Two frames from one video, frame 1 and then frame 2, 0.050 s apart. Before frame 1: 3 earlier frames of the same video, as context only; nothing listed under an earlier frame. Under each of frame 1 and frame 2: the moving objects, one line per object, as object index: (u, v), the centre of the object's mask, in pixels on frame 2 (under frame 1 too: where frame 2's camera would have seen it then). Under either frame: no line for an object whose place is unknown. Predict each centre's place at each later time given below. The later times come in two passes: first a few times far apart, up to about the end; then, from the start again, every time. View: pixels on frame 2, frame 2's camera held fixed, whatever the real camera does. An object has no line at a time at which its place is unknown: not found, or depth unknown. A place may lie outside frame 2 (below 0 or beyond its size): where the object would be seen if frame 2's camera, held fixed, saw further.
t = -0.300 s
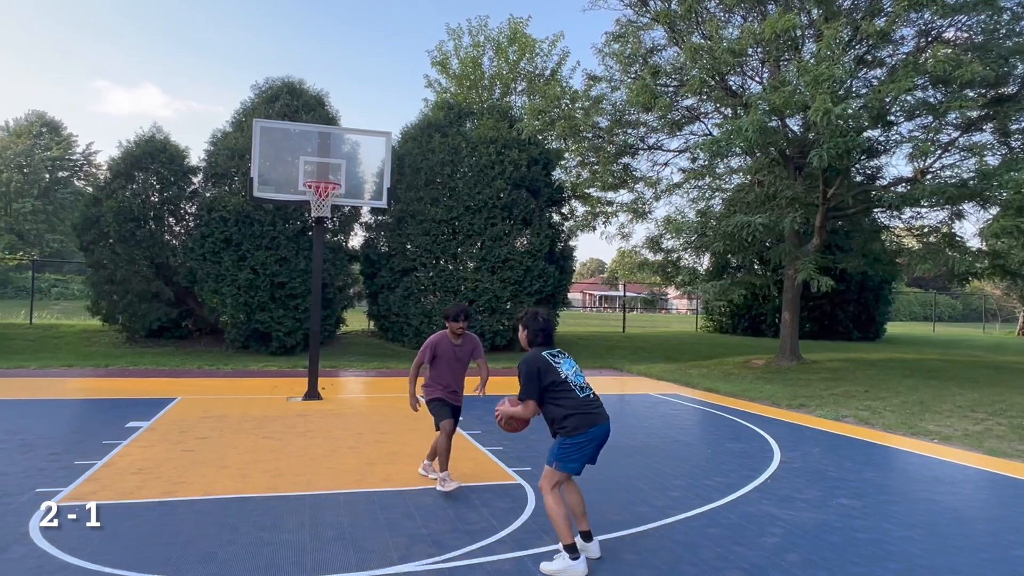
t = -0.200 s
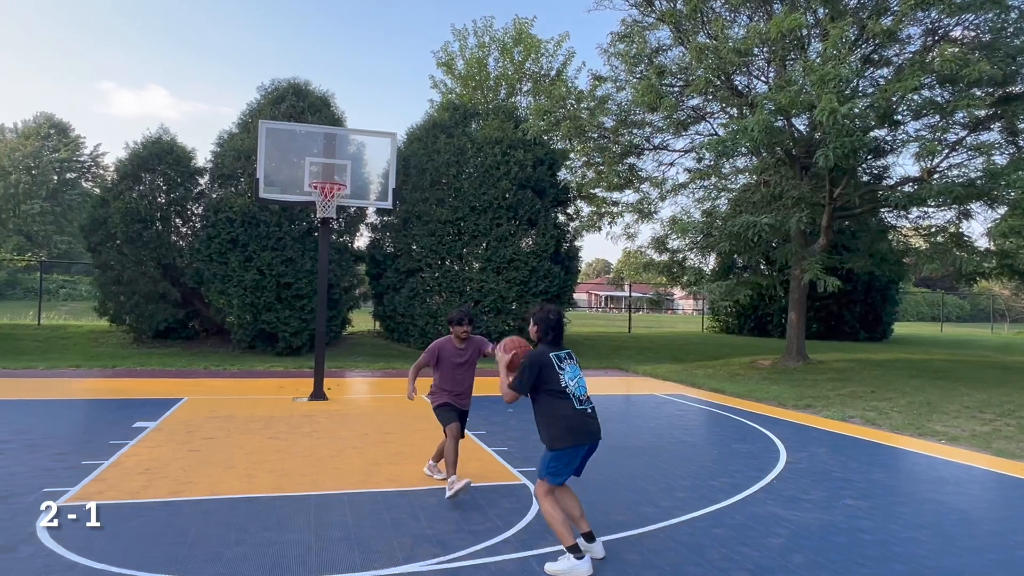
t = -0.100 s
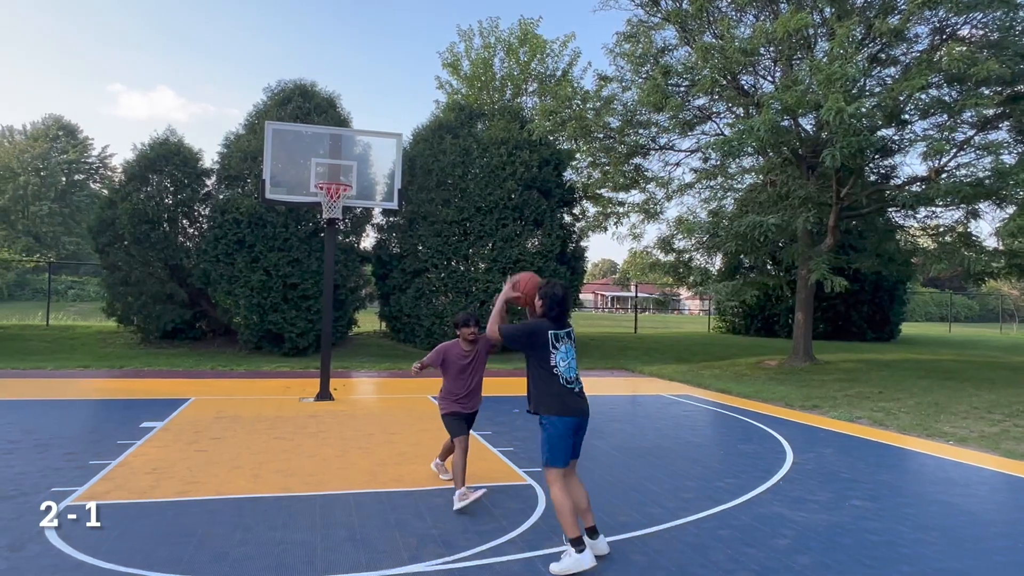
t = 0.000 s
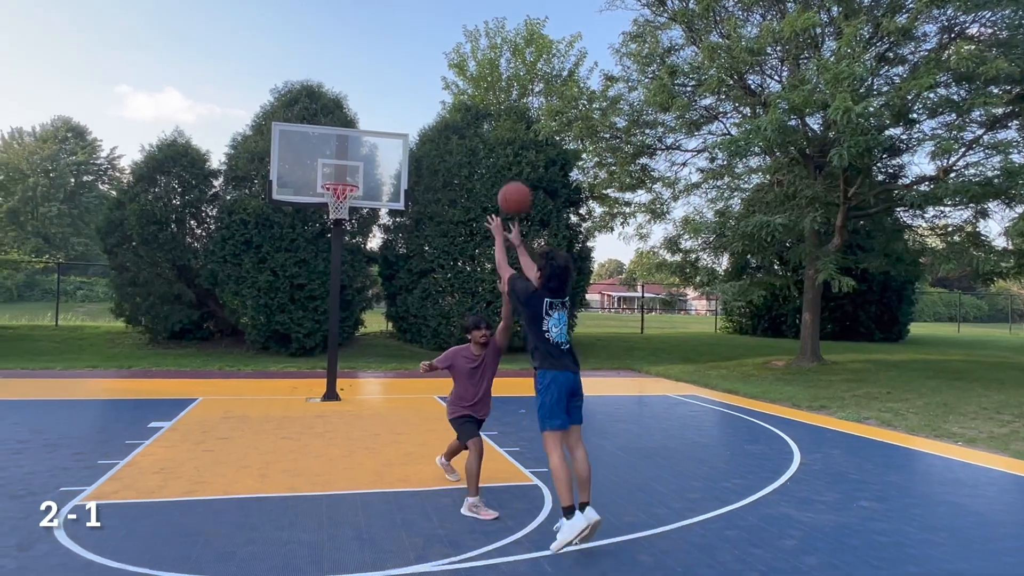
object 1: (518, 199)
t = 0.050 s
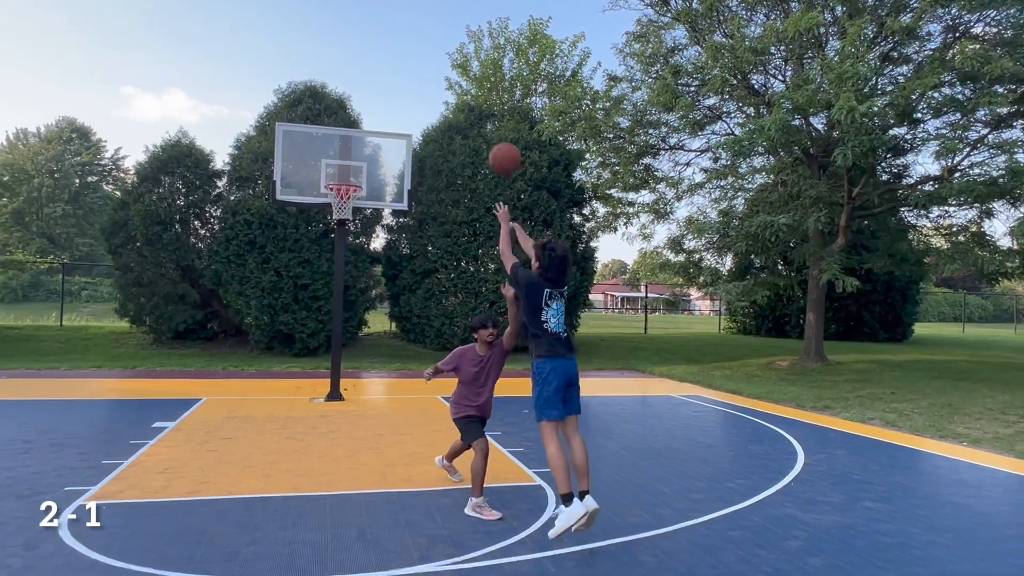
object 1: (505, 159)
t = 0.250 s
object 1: (463, 56)
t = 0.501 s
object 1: (423, 15)
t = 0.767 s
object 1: (390, 40)
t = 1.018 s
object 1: (366, 104)
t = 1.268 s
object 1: (353, 172)
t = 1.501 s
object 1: (347, 157)
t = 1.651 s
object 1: (342, 159)
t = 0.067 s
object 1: (501, 147)
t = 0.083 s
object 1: (497, 136)
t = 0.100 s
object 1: (494, 125)
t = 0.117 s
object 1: (490, 115)
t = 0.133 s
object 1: (486, 106)
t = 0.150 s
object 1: (483, 97)
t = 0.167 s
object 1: (479, 89)
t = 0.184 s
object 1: (476, 82)
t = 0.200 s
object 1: (473, 74)
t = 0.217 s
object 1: (470, 68)
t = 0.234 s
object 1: (466, 62)
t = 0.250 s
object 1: (463, 56)
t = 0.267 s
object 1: (460, 51)
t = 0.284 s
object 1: (457, 46)
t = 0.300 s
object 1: (454, 41)
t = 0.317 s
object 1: (451, 38)
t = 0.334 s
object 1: (448, 34)
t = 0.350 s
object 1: (446, 30)
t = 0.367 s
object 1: (443, 28)
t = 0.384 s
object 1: (440, 25)
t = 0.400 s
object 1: (438, 22)
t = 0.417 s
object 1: (435, 20)
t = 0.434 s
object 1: (433, 19)
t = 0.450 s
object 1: (430, 17)
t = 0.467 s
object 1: (428, 17)
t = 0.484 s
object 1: (425, 16)
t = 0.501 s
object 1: (423, 15)
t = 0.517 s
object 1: (421, 15)
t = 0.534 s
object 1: (419, 15)
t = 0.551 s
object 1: (416, 15)
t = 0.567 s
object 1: (414, 16)
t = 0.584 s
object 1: (412, 16)
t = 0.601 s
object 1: (410, 18)
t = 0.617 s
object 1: (408, 19)
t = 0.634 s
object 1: (406, 20)
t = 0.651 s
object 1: (404, 22)
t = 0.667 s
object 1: (402, 24)
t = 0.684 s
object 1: (400, 26)
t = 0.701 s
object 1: (398, 28)
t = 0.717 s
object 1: (396, 31)
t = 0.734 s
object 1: (394, 34)
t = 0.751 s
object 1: (392, 36)
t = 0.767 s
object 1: (390, 40)
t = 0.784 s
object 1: (389, 43)
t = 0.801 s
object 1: (387, 46)
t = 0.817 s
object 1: (385, 50)
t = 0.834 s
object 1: (384, 53)
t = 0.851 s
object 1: (382, 57)
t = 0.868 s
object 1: (380, 61)
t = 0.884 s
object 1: (379, 65)
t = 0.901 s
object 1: (377, 70)
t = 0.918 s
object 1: (375, 74)
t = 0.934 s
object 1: (374, 79)
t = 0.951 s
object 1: (372, 83)
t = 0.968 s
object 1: (371, 88)
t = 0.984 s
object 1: (369, 93)
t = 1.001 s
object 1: (368, 98)
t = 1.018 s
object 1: (366, 104)
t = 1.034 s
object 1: (365, 109)
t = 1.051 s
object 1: (363, 115)
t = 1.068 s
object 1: (362, 120)
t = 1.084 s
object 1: (361, 126)
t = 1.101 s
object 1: (359, 132)
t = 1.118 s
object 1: (358, 139)
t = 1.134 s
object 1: (356, 144)
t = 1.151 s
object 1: (357, 147)
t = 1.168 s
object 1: (356, 150)
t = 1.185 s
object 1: (355, 153)
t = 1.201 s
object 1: (355, 156)
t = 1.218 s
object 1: (354, 160)
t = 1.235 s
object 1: (354, 164)
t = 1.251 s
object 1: (353, 168)
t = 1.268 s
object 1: (353, 172)
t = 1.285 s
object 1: (352, 176)
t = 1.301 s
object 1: (352, 178)
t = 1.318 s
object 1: (351, 176)
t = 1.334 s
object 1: (351, 173)
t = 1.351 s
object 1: (351, 171)
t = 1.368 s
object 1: (350, 168)
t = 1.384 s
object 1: (350, 166)
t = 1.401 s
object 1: (349, 164)
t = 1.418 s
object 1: (349, 162)
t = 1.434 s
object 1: (349, 161)
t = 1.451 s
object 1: (348, 159)
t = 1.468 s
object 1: (347, 158)
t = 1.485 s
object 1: (347, 157)
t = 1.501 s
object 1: (347, 157)
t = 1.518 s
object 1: (346, 156)
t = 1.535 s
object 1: (345, 155)
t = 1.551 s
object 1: (345, 155)
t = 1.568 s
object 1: (345, 155)
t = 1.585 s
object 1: (344, 155)
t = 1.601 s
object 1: (344, 156)
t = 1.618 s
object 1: (343, 157)
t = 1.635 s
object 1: (342, 158)
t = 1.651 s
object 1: (342, 159)
